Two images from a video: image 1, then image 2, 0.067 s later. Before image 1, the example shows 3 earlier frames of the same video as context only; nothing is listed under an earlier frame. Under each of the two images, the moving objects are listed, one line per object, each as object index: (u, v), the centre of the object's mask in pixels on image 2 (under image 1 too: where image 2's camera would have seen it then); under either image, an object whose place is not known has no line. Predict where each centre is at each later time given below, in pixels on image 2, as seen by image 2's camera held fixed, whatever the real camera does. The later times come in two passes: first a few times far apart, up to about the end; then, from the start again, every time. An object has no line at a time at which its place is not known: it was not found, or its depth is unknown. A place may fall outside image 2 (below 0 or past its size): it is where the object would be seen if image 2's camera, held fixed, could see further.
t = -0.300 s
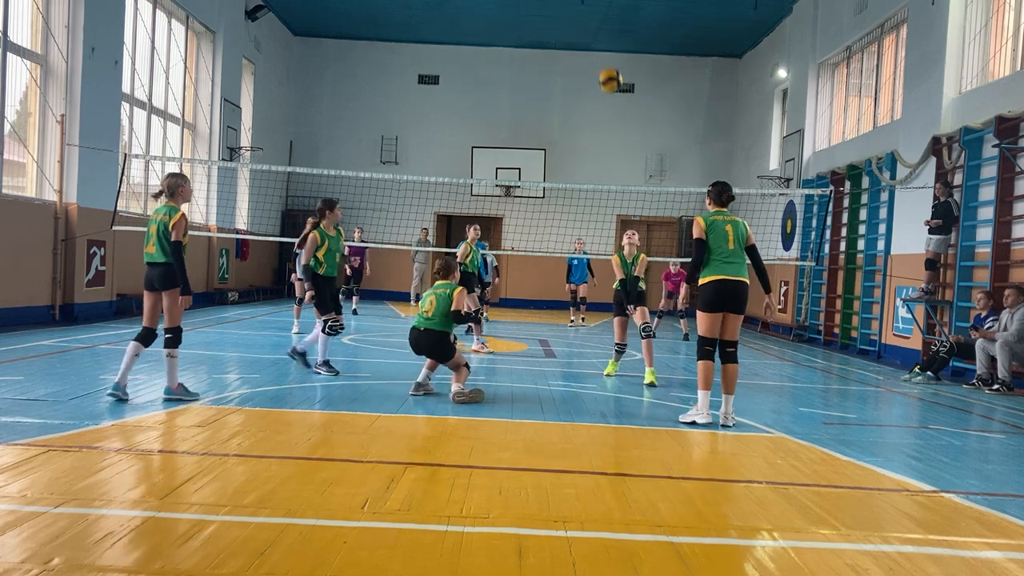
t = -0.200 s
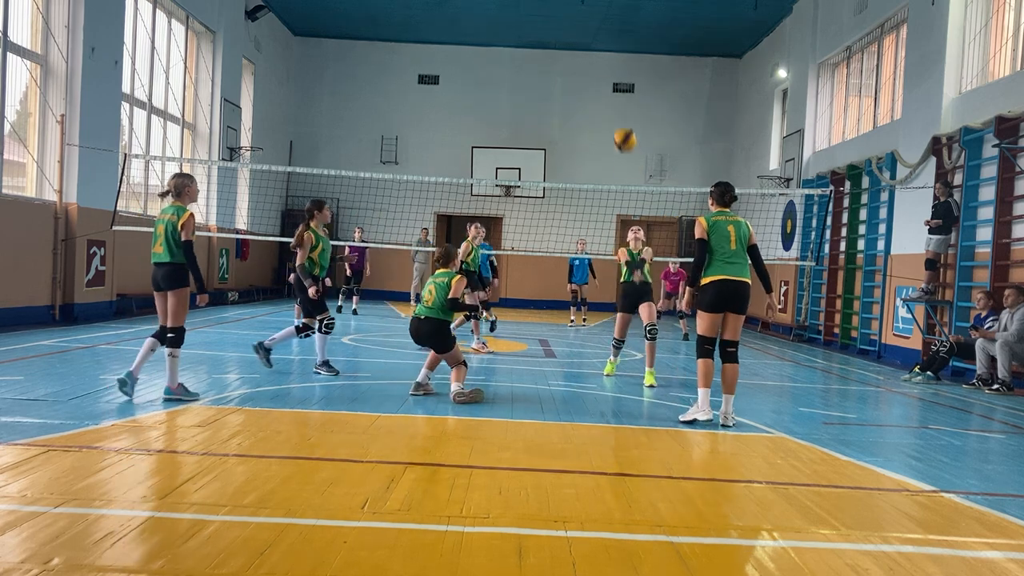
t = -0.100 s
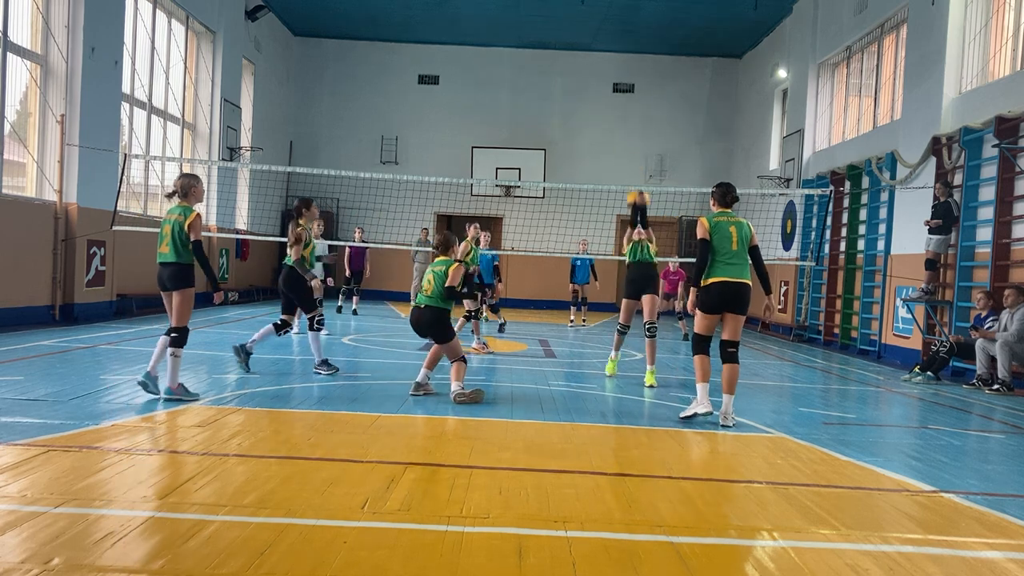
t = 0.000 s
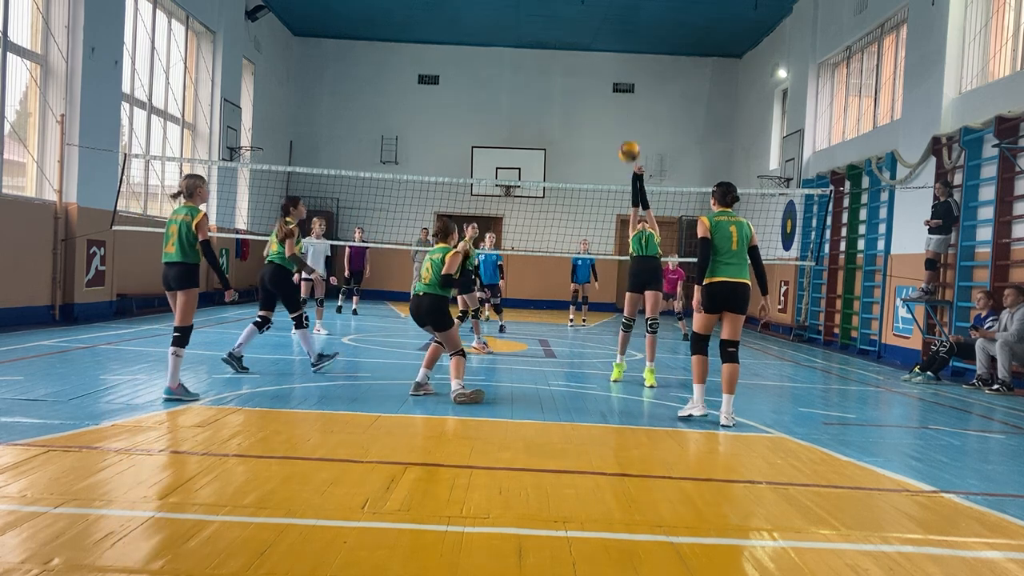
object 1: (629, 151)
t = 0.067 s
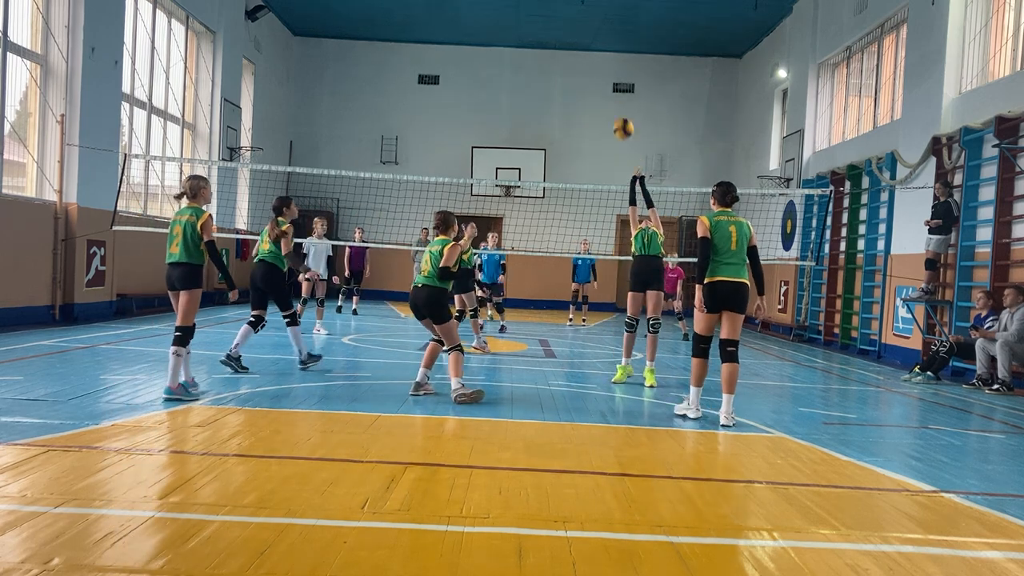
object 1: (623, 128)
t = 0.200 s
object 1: (613, 102)
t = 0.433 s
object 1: (596, 100)
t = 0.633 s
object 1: (584, 130)
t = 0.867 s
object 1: (570, 191)
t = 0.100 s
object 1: (620, 119)
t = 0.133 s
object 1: (618, 112)
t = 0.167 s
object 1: (615, 106)
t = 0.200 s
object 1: (613, 102)
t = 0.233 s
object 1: (610, 98)
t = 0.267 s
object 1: (607, 96)
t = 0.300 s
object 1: (606, 95)
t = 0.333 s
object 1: (603, 95)
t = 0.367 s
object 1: (601, 96)
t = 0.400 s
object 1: (599, 98)
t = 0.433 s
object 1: (596, 100)
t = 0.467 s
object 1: (594, 103)
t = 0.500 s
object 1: (591, 108)
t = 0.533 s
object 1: (589, 112)
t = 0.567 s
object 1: (588, 118)
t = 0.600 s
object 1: (586, 123)
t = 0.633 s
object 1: (584, 130)
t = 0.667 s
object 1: (581, 138)
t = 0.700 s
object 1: (580, 145)
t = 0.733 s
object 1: (578, 153)
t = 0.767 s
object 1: (575, 161)
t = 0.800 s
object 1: (574, 169)
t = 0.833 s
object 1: (571, 178)
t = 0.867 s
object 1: (570, 191)
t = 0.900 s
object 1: (568, 199)
